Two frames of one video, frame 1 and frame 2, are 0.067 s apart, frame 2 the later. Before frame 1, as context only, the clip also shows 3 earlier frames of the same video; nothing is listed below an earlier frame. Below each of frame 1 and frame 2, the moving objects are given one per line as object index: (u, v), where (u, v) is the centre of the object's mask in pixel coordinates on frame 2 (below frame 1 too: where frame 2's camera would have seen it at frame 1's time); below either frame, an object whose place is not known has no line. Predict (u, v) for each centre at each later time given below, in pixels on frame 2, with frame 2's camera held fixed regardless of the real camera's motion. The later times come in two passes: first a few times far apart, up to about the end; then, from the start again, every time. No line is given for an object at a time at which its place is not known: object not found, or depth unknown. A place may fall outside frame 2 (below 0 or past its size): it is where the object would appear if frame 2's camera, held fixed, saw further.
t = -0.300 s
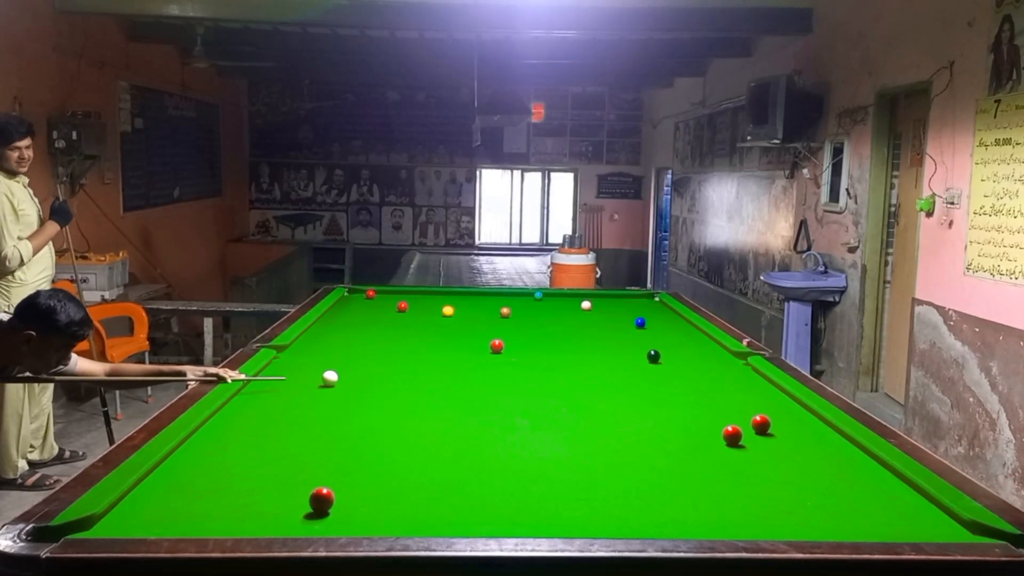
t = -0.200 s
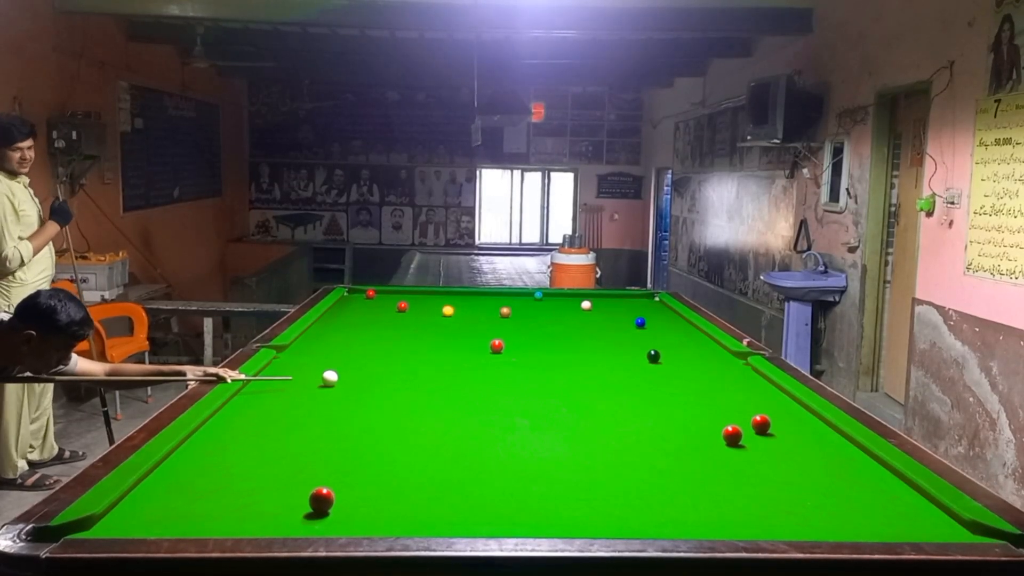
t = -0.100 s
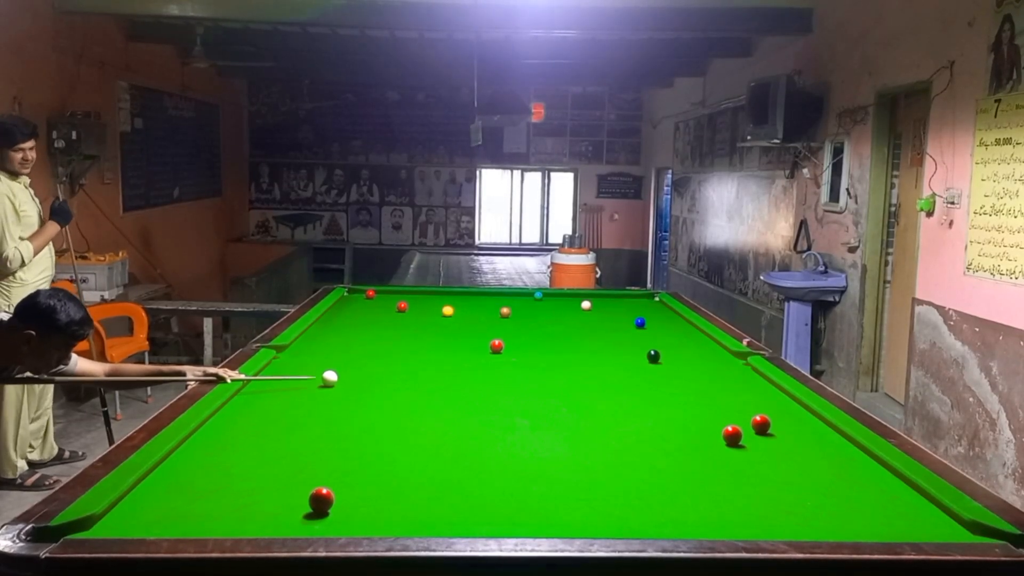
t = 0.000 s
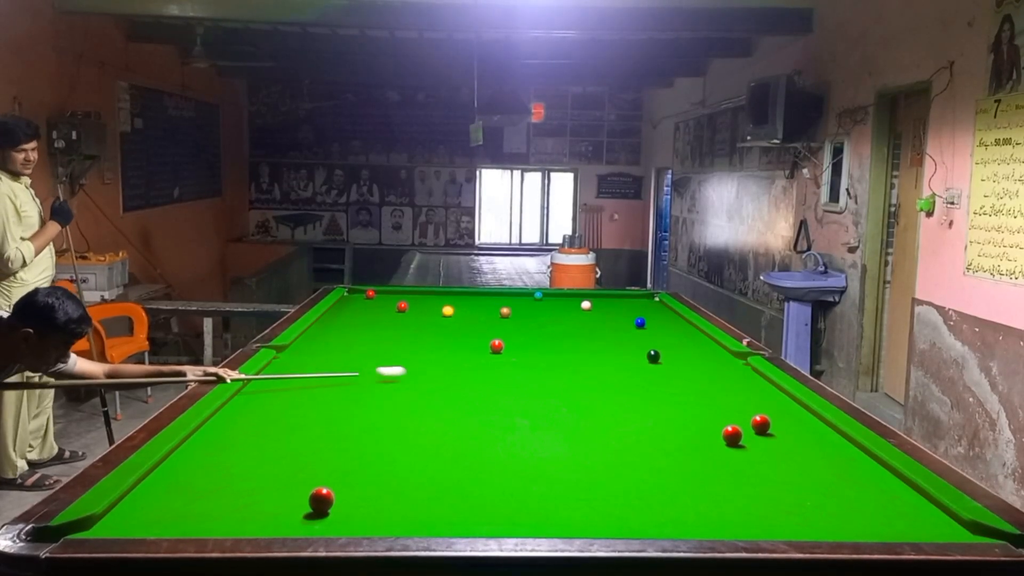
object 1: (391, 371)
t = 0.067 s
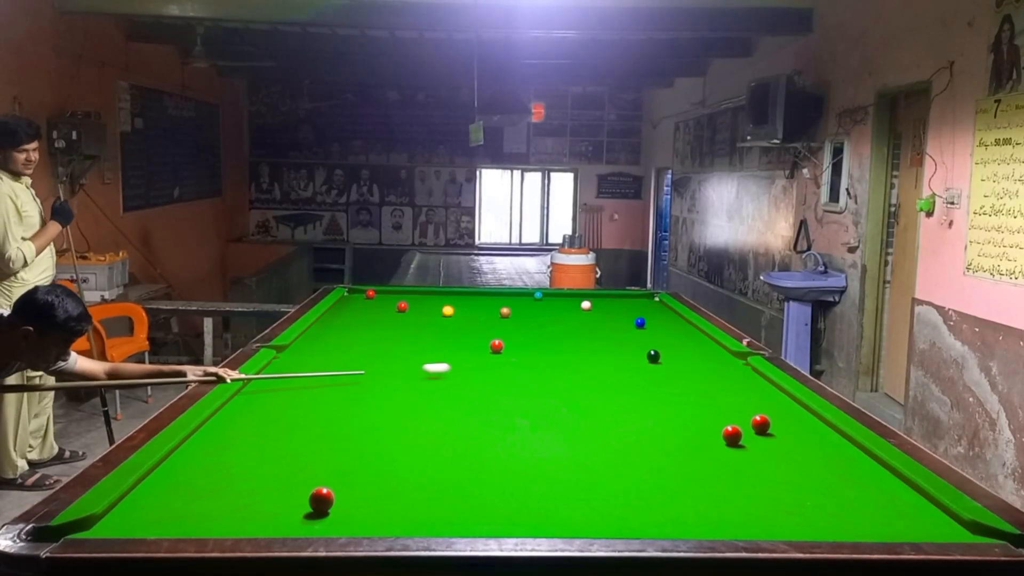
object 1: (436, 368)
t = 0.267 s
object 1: (549, 361)
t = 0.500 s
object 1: (640, 354)
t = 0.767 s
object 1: (662, 346)
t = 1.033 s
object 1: (685, 339)
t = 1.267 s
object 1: (702, 333)
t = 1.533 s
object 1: (678, 328)
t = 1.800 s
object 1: (656, 324)
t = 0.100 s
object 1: (457, 368)
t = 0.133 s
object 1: (477, 366)
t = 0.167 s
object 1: (495, 364)
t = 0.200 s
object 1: (514, 363)
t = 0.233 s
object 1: (532, 362)
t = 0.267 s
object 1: (549, 361)
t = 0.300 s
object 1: (567, 359)
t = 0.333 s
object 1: (583, 358)
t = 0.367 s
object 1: (600, 357)
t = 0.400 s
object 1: (616, 356)
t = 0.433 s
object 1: (632, 355)
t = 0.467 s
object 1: (640, 355)
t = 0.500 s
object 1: (640, 354)
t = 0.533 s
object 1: (642, 353)
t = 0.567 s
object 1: (643, 352)
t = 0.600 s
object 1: (646, 351)
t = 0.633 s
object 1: (649, 350)
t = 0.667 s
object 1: (652, 349)
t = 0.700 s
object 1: (655, 348)
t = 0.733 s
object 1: (659, 347)
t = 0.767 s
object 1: (662, 346)
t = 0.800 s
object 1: (665, 345)
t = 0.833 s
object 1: (668, 344)
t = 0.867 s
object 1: (671, 343)
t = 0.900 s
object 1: (674, 342)
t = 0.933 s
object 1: (677, 341)
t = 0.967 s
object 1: (680, 341)
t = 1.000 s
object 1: (683, 340)
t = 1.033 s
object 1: (685, 339)
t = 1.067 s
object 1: (688, 338)
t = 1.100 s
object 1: (691, 337)
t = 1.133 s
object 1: (694, 336)
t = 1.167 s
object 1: (696, 336)
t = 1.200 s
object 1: (699, 335)
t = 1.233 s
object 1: (701, 334)
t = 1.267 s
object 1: (702, 333)
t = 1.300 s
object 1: (698, 333)
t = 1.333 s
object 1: (695, 332)
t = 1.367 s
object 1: (692, 331)
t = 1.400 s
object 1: (689, 331)
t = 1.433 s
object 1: (686, 330)
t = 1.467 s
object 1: (683, 329)
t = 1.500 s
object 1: (680, 329)
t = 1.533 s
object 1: (678, 328)
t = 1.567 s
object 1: (675, 328)
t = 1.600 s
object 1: (672, 327)
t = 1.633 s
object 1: (669, 326)
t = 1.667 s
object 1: (667, 326)
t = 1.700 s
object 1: (664, 325)
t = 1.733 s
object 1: (661, 325)
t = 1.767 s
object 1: (659, 325)
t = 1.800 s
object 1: (656, 324)
